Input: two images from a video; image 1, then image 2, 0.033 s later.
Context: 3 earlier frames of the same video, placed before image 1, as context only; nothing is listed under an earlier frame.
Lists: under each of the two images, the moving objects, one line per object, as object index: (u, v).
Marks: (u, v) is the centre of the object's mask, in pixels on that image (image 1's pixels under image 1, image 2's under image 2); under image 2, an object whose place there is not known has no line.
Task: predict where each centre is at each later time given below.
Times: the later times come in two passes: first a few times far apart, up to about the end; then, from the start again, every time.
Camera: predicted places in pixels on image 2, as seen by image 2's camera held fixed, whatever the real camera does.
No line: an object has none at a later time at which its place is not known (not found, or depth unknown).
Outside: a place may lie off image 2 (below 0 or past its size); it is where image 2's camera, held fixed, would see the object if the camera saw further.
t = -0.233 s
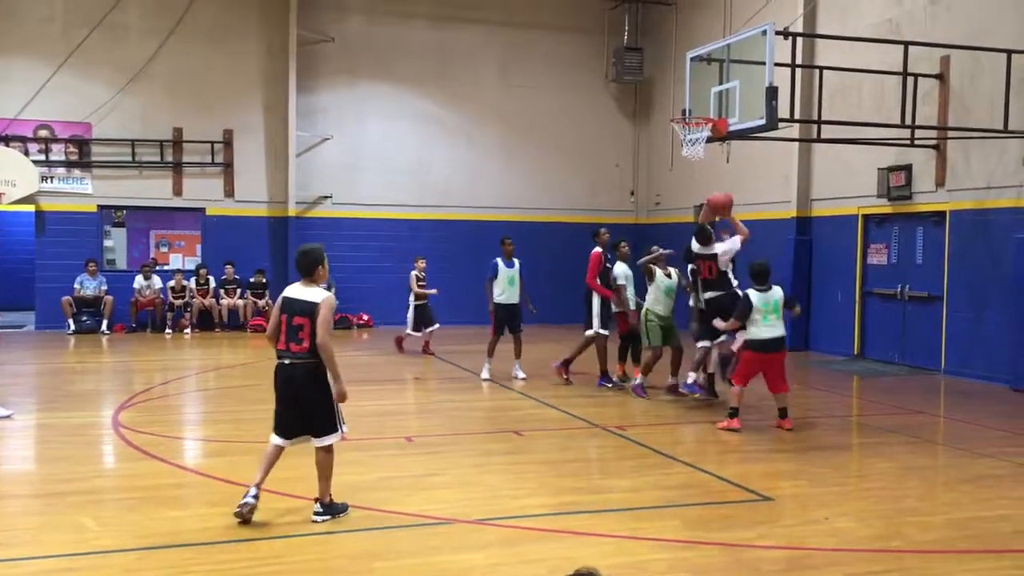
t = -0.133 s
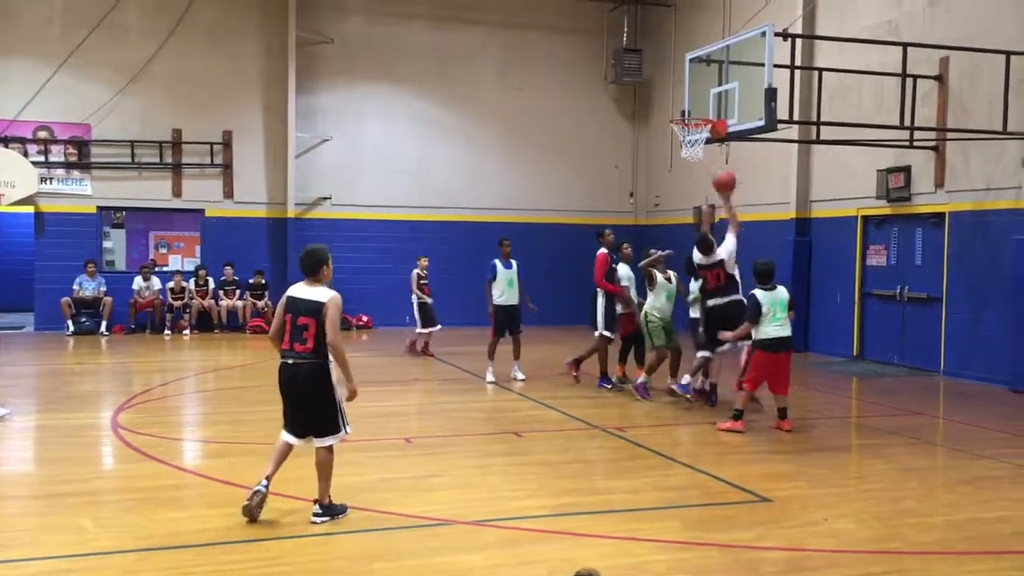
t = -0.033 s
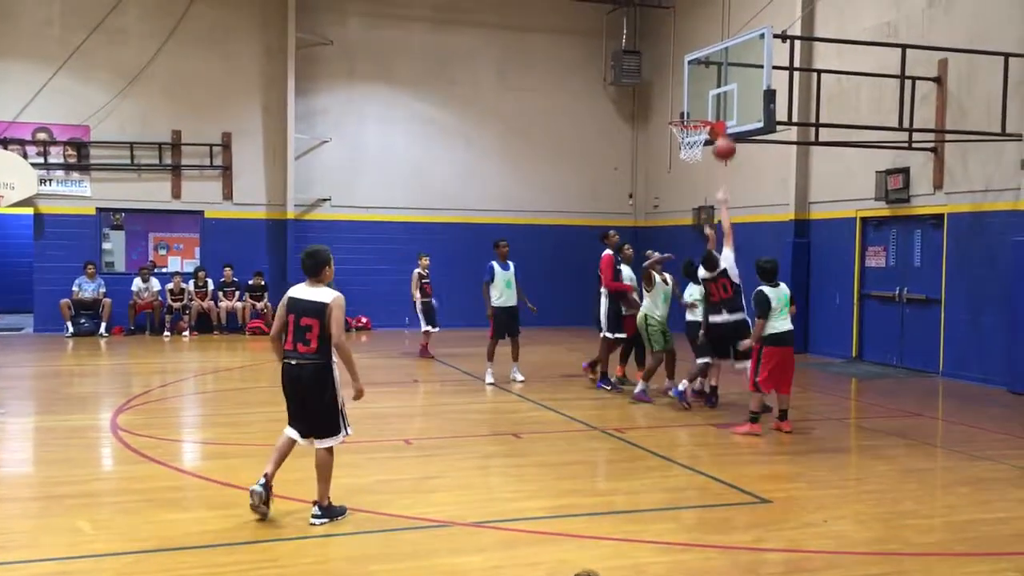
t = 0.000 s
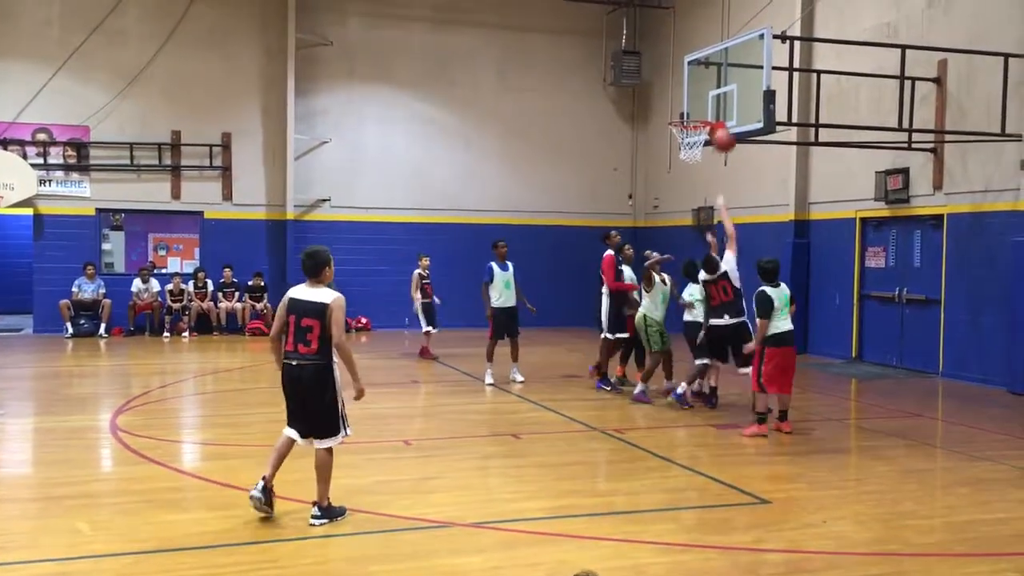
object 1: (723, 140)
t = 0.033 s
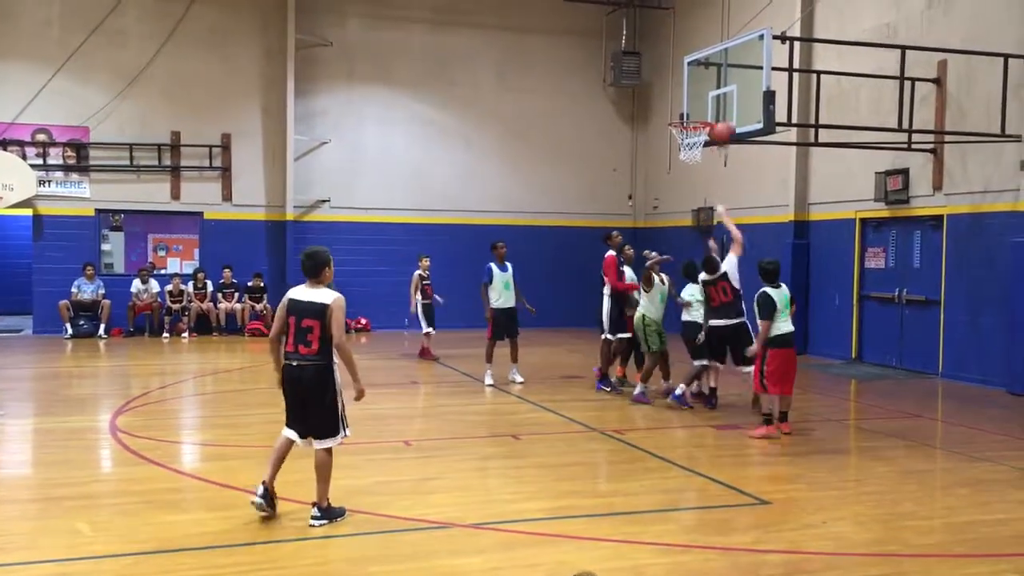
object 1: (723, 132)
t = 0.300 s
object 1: (713, 112)
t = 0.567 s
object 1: (703, 110)
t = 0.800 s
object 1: (691, 133)
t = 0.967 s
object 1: (683, 169)
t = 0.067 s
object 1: (725, 126)
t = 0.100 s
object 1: (725, 120)
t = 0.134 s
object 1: (725, 117)
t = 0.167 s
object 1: (725, 114)
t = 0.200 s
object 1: (725, 112)
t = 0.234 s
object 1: (722, 111)
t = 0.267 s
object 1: (717, 111)
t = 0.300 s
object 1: (713, 112)
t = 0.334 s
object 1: (711, 110)
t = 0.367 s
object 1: (710, 109)
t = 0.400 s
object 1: (710, 109)
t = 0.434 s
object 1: (709, 109)
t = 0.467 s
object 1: (708, 111)
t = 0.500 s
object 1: (707, 110)
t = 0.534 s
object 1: (705, 110)
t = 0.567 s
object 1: (703, 110)
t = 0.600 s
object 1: (701, 112)
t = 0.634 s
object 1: (699, 115)
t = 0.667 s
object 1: (697, 116)
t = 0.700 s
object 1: (697, 117)
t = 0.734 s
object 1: (696, 117)
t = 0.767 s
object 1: (695, 127)
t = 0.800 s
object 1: (691, 133)
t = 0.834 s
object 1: (687, 138)
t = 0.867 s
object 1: (684, 149)
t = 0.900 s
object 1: (686, 160)
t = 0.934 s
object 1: (684, 164)
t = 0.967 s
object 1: (683, 169)
